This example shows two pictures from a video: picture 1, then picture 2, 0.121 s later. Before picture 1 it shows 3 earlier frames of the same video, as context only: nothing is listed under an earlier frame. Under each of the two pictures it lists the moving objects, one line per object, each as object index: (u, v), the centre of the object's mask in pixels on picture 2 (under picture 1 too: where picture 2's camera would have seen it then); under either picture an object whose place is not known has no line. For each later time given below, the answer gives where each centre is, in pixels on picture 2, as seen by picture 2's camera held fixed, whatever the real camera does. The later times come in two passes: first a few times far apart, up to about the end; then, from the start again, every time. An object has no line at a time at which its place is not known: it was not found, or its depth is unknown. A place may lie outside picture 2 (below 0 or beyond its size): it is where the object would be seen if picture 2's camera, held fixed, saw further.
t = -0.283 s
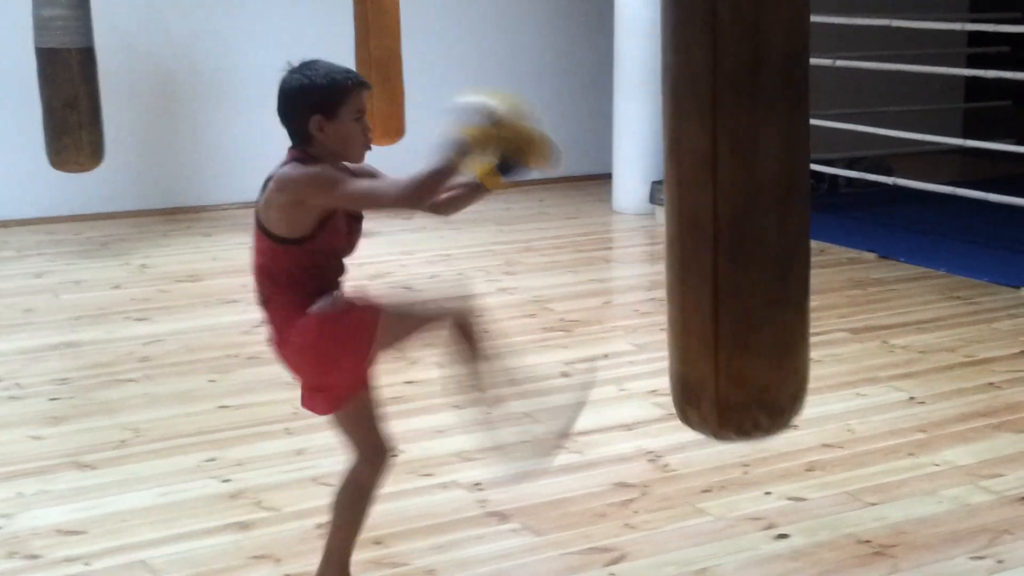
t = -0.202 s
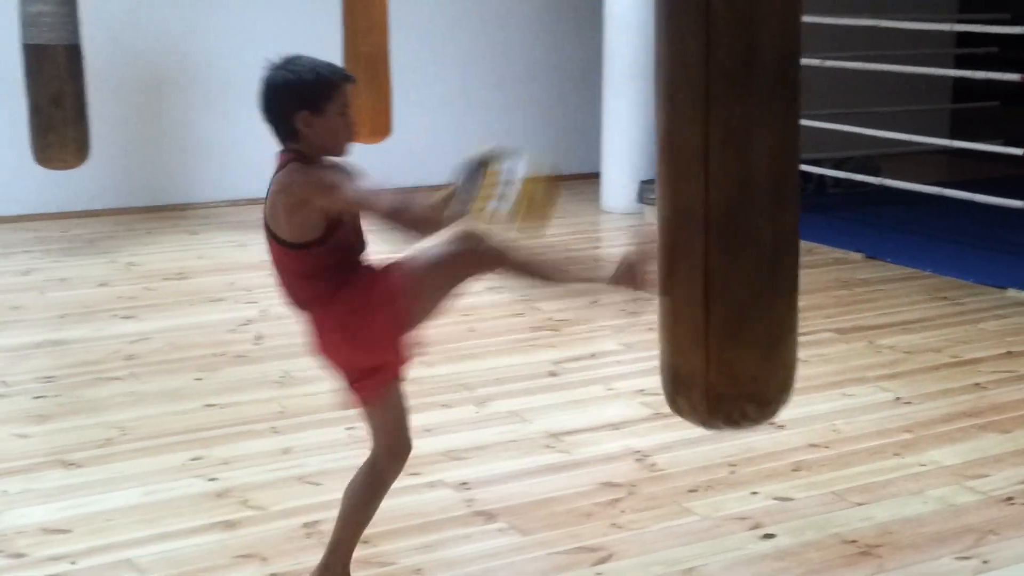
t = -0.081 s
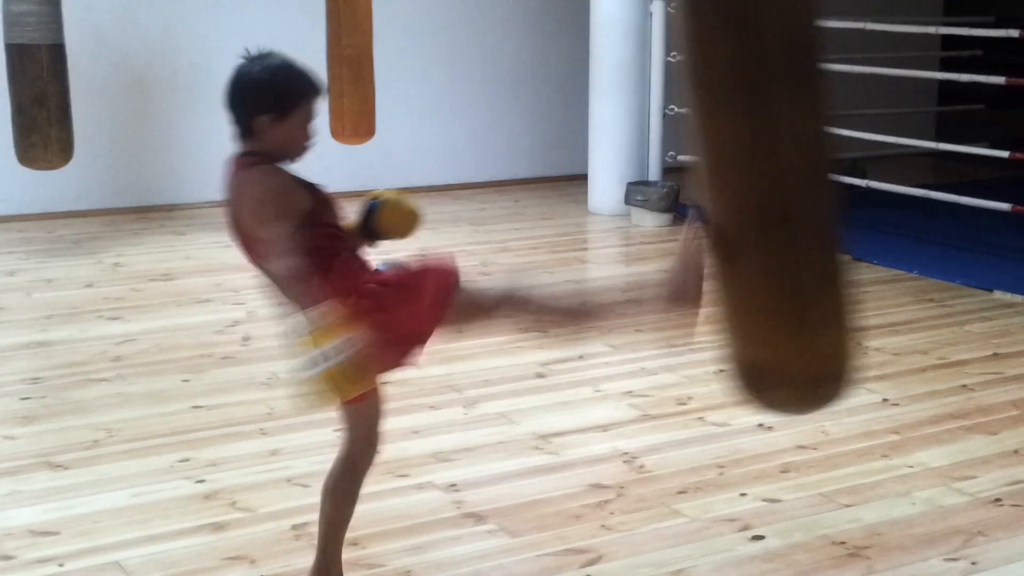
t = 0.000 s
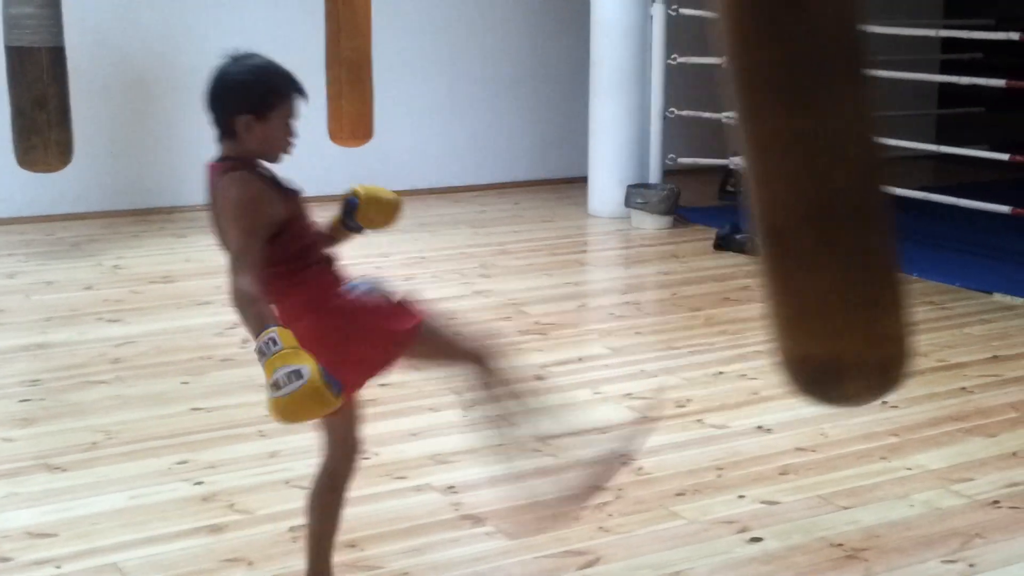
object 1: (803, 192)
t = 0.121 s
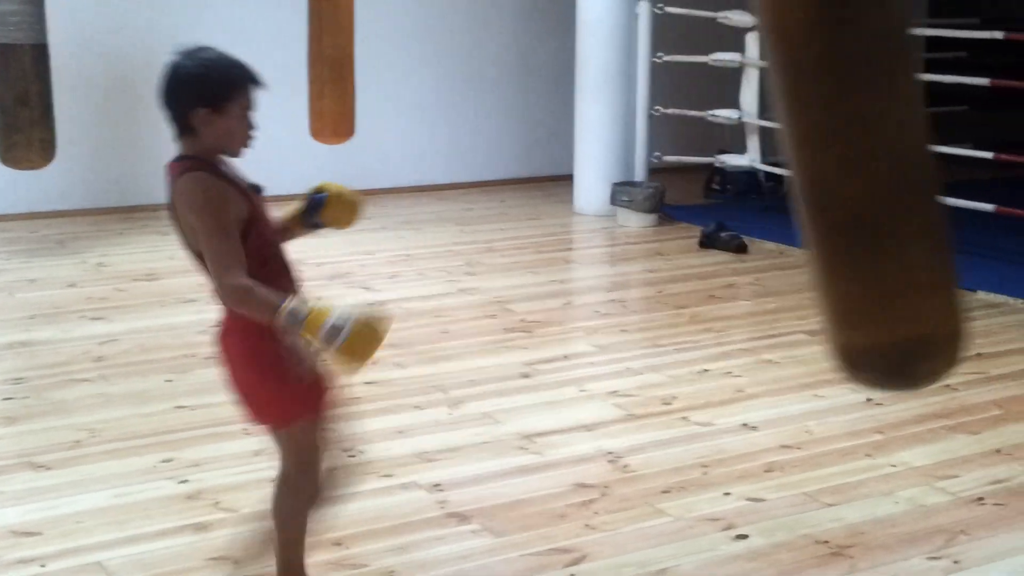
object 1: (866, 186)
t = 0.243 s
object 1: (917, 186)
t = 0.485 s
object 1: (948, 181)
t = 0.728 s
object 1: (908, 224)
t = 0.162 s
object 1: (880, 183)
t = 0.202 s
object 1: (900, 186)
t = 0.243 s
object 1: (917, 186)
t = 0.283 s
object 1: (922, 182)
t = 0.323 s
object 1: (929, 178)
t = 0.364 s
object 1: (935, 175)
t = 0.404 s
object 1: (943, 175)
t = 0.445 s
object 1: (949, 177)
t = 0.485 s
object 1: (948, 181)
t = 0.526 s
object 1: (944, 185)
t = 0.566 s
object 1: (943, 190)
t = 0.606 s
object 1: (939, 200)
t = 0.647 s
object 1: (934, 211)
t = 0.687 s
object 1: (925, 219)
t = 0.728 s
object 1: (908, 224)
